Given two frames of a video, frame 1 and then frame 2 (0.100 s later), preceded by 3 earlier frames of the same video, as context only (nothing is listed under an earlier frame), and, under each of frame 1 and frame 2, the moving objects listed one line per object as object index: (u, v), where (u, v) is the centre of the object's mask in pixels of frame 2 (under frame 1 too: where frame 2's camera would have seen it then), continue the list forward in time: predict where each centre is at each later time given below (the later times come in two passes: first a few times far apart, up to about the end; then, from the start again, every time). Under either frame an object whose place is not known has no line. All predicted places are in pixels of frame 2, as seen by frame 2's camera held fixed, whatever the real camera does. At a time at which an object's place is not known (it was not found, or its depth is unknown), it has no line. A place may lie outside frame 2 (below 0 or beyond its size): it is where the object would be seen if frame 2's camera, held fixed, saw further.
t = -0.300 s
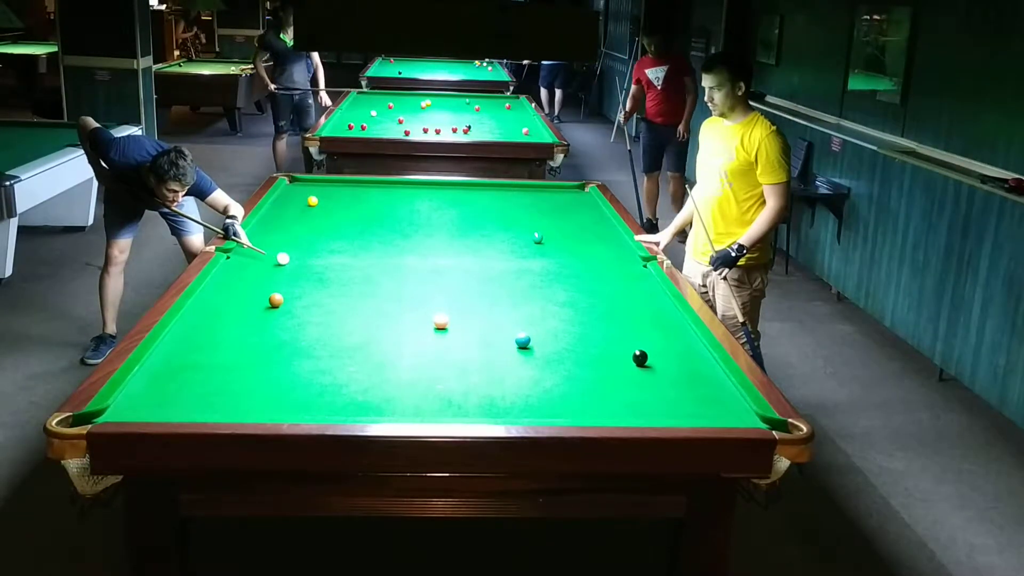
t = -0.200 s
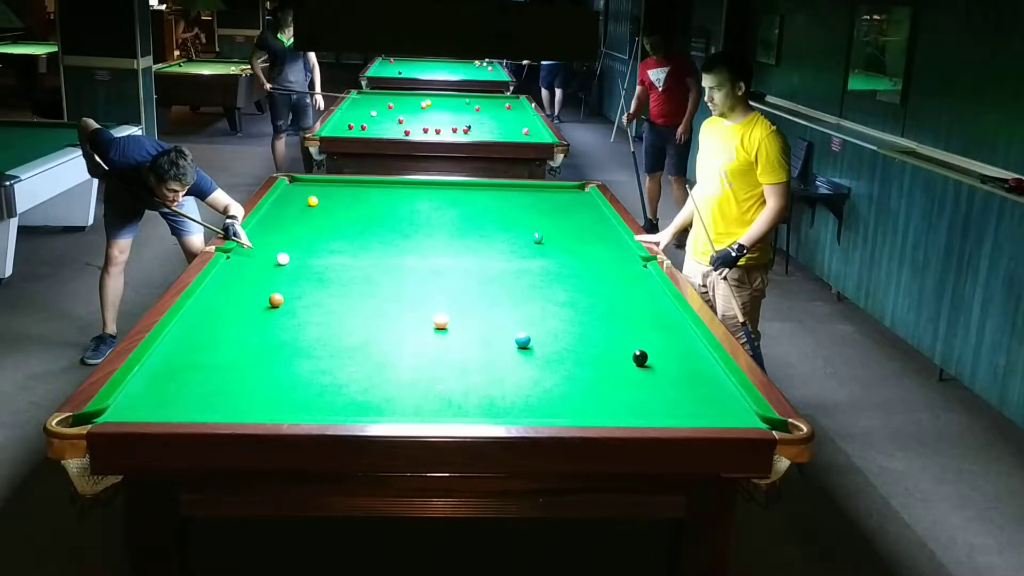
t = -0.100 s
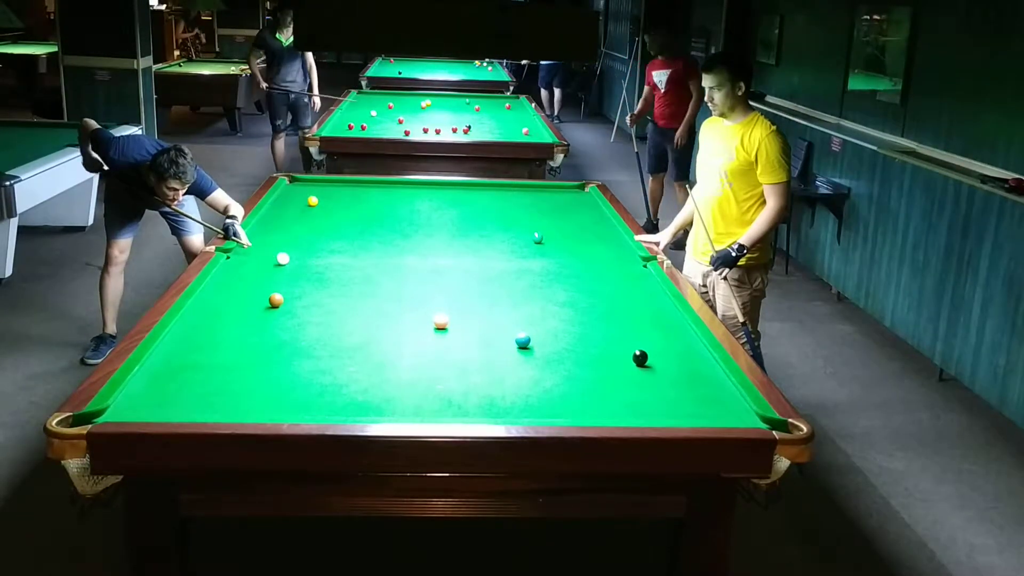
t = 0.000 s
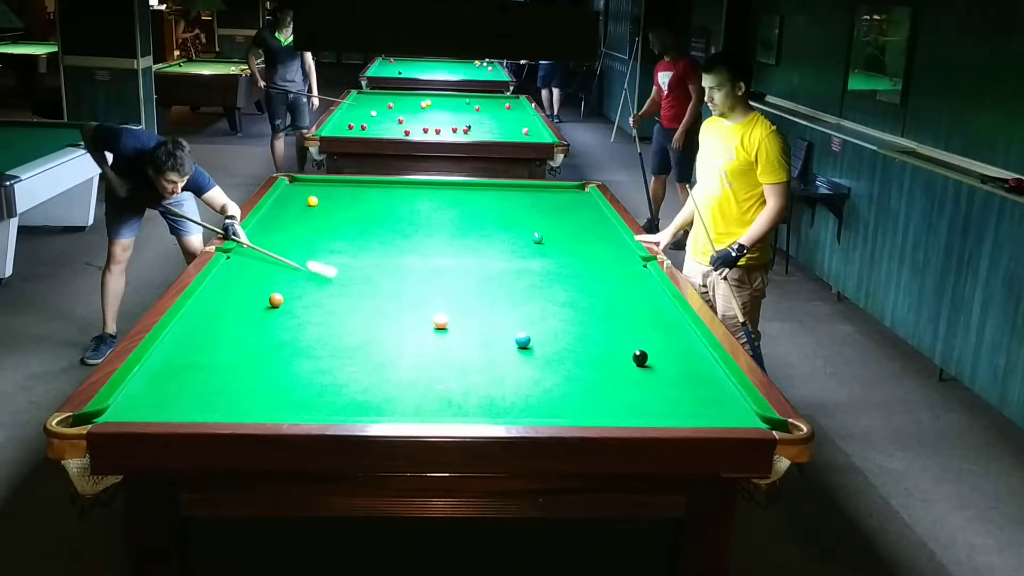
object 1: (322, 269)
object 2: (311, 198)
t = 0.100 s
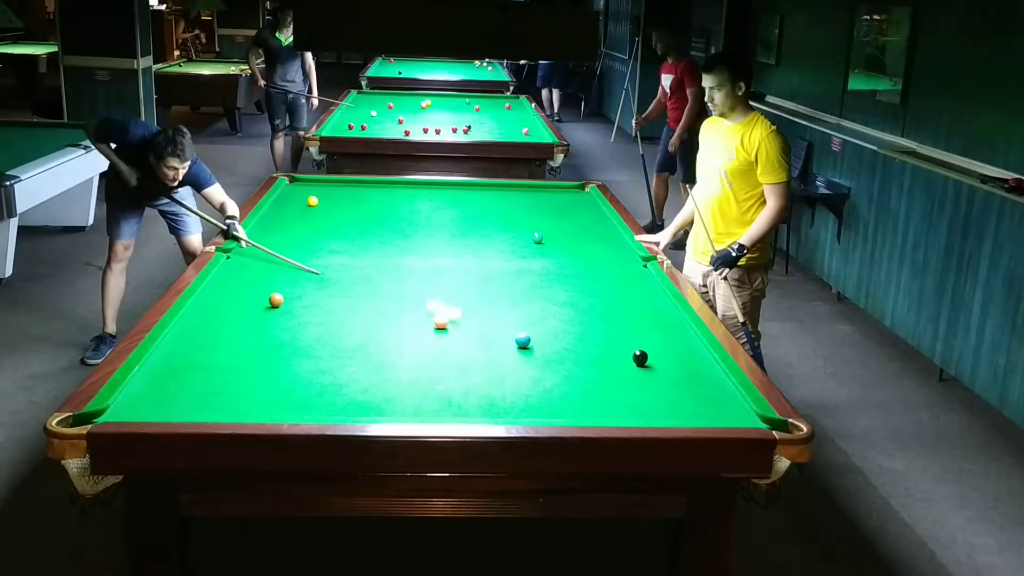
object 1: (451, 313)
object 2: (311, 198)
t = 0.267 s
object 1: (559, 327)
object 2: (311, 198)
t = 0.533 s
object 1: (650, 321)
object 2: (311, 198)
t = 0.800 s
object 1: (638, 319)
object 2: (311, 198)
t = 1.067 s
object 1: (581, 317)
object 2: (312, 198)
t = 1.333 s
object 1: (527, 316)
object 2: (312, 198)
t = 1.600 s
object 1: (475, 315)
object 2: (312, 199)
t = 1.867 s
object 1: (424, 314)
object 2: (334, 199)
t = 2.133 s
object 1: (376, 312)
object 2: (391, 203)
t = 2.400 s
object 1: (331, 311)
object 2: (445, 207)
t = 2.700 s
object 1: (282, 309)
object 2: (506, 211)
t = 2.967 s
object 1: (240, 308)
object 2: (559, 216)
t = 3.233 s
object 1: (201, 307)
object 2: (604, 220)
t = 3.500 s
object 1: (218, 307)
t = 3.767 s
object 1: (242, 307)
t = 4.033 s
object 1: (264, 307)
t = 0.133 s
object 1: (492, 325)
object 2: (311, 198)
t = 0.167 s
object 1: (522, 330)
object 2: (311, 198)
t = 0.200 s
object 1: (534, 326)
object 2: (311, 198)
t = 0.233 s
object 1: (547, 325)
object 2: (311, 198)
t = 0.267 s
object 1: (559, 327)
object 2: (311, 198)
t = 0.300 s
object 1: (571, 325)
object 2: (311, 198)
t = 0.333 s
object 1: (583, 325)
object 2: (311, 198)
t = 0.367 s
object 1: (595, 323)
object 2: (311, 198)
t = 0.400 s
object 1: (607, 323)
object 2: (311, 198)
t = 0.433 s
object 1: (617, 323)
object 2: (311, 198)
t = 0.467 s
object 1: (628, 322)
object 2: (311, 198)
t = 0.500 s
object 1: (639, 321)
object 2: (311, 198)
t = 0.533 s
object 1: (650, 321)
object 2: (311, 198)
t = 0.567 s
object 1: (660, 321)
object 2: (311, 198)
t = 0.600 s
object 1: (670, 320)
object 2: (311, 198)
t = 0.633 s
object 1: (679, 320)
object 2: (311, 198)
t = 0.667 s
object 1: (670, 320)
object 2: (311, 198)
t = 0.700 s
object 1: (661, 320)
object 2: (311, 198)
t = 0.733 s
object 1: (653, 320)
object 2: (311, 198)
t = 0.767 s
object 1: (645, 319)
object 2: (311, 198)
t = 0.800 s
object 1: (638, 319)
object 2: (311, 198)
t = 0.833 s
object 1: (630, 319)
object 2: (311, 198)
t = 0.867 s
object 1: (623, 319)
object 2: (311, 198)
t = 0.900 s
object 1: (616, 318)
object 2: (312, 198)
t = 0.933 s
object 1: (609, 318)
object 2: (312, 198)
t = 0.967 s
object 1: (602, 318)
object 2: (312, 199)
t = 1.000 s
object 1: (595, 318)
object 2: (312, 199)
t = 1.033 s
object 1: (588, 318)
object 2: (312, 199)
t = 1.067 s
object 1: (581, 317)
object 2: (312, 198)
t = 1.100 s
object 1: (574, 317)
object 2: (312, 198)
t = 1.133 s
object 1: (567, 317)
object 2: (312, 198)
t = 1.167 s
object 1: (561, 317)
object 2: (312, 198)
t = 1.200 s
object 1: (554, 317)
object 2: (312, 198)
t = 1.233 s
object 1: (547, 317)
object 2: (312, 198)
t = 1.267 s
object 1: (541, 317)
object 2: (312, 198)
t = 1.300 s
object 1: (534, 316)
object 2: (312, 198)
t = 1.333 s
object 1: (527, 316)
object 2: (312, 198)
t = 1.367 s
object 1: (520, 316)
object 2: (312, 198)
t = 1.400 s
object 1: (514, 316)
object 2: (312, 198)
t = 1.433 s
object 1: (507, 316)
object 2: (312, 198)
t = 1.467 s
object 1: (501, 316)
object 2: (312, 198)
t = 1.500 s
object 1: (494, 315)
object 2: (312, 198)
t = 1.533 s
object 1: (488, 315)
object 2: (312, 198)
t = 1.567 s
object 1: (481, 315)
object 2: (312, 198)
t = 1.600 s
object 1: (475, 315)
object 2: (312, 199)
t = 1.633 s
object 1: (469, 315)
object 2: (312, 199)
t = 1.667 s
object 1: (462, 315)
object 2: (312, 198)
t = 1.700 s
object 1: (456, 315)
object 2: (312, 198)
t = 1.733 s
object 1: (451, 314)
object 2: (312, 198)
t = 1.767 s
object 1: (445, 312)
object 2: (312, 199)
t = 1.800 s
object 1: (435, 311)
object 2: (317, 199)
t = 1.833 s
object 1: (429, 314)
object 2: (326, 199)
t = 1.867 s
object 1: (424, 314)
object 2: (334, 199)
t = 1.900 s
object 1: (418, 314)
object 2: (342, 200)
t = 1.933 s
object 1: (412, 314)
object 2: (349, 200)
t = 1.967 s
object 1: (406, 313)
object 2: (356, 201)
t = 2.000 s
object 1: (400, 313)
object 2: (364, 202)
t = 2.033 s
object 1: (394, 313)
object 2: (370, 202)
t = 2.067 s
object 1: (388, 313)
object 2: (377, 202)
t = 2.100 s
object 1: (382, 313)
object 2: (384, 203)
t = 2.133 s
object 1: (376, 312)
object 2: (391, 203)
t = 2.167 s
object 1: (370, 312)
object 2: (398, 203)
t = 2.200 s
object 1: (365, 312)
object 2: (404, 204)
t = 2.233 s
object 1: (358, 312)
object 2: (412, 204)
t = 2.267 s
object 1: (353, 312)
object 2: (418, 205)
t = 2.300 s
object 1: (347, 311)
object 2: (425, 205)
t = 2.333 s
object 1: (342, 310)
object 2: (432, 206)
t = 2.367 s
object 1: (336, 311)
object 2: (439, 206)
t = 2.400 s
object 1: (331, 311)
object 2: (445, 207)
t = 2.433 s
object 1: (325, 310)
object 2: (452, 207)
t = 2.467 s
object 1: (319, 310)
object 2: (459, 208)
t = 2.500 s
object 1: (314, 310)
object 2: (466, 208)
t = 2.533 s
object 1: (308, 310)
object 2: (473, 208)
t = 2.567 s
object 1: (303, 310)
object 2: (479, 209)
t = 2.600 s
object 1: (298, 310)
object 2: (486, 209)
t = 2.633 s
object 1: (292, 309)
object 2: (493, 210)
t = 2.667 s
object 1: (287, 309)
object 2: (499, 210)
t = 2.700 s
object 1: (282, 309)
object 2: (506, 211)
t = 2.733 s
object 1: (276, 309)
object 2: (513, 211)
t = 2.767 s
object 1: (271, 309)
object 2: (519, 212)
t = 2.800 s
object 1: (265, 309)
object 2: (526, 212)
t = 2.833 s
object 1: (260, 309)
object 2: (532, 213)
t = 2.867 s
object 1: (255, 308)
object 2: (540, 215)
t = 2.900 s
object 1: (250, 308)
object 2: (546, 215)
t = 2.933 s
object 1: (245, 308)
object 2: (553, 216)
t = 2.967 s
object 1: (240, 308)
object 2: (559, 216)
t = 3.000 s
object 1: (235, 308)
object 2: (566, 216)
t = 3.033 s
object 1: (230, 308)
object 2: (572, 217)
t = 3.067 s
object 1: (225, 308)
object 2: (579, 218)
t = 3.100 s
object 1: (220, 307)
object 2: (585, 218)
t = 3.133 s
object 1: (215, 307)
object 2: (591, 218)
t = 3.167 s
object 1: (210, 308)
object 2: (598, 219)
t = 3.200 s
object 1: (205, 307)
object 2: (604, 219)
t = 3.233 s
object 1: (201, 307)
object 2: (604, 220)
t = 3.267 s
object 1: (196, 307)
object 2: (599, 220)
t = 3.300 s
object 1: (198, 307)
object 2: (594, 220)
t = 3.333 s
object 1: (202, 307)
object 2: (590, 220)
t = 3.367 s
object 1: (205, 307)
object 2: (586, 220)
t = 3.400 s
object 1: (208, 307)
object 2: (582, 220)
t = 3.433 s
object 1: (212, 307)
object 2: (578, 220)
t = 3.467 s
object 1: (215, 307)
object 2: (574, 220)
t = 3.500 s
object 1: (218, 307)
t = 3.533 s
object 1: (221, 307)
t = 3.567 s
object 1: (224, 307)
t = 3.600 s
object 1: (227, 307)
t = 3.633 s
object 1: (230, 307)
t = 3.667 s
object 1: (233, 307)
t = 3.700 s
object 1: (236, 307)
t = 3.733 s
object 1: (239, 307)
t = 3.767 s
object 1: (242, 307)
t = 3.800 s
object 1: (245, 307)
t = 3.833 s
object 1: (248, 307)
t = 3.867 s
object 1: (251, 307)
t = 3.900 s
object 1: (253, 307)
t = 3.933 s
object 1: (256, 307)
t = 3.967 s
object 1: (259, 307)
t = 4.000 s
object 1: (261, 307)
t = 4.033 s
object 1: (264, 307)
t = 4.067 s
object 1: (266, 307)
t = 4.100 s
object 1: (269, 307)
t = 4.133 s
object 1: (271, 307)
